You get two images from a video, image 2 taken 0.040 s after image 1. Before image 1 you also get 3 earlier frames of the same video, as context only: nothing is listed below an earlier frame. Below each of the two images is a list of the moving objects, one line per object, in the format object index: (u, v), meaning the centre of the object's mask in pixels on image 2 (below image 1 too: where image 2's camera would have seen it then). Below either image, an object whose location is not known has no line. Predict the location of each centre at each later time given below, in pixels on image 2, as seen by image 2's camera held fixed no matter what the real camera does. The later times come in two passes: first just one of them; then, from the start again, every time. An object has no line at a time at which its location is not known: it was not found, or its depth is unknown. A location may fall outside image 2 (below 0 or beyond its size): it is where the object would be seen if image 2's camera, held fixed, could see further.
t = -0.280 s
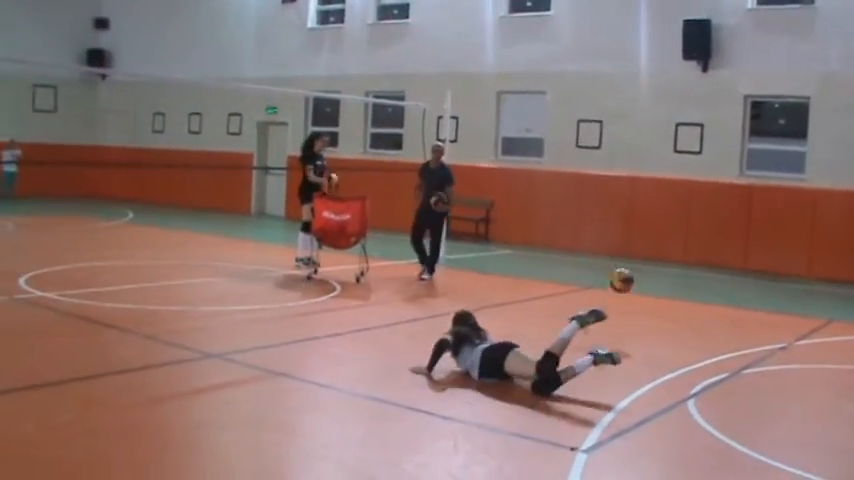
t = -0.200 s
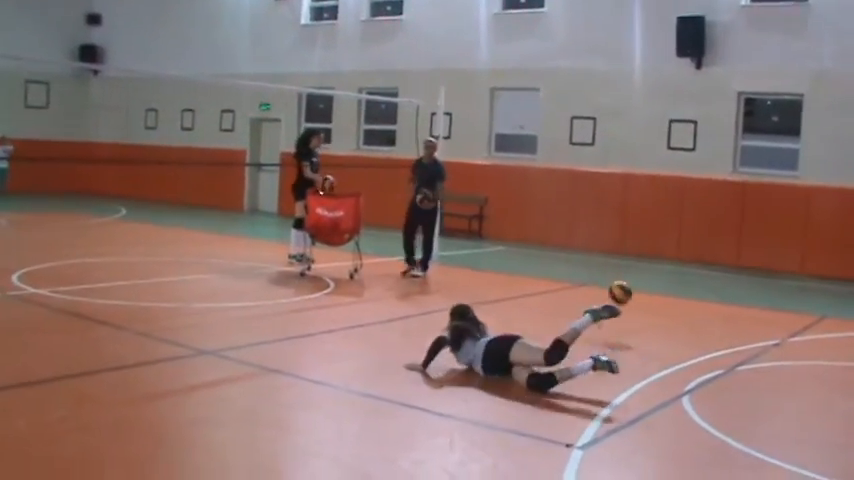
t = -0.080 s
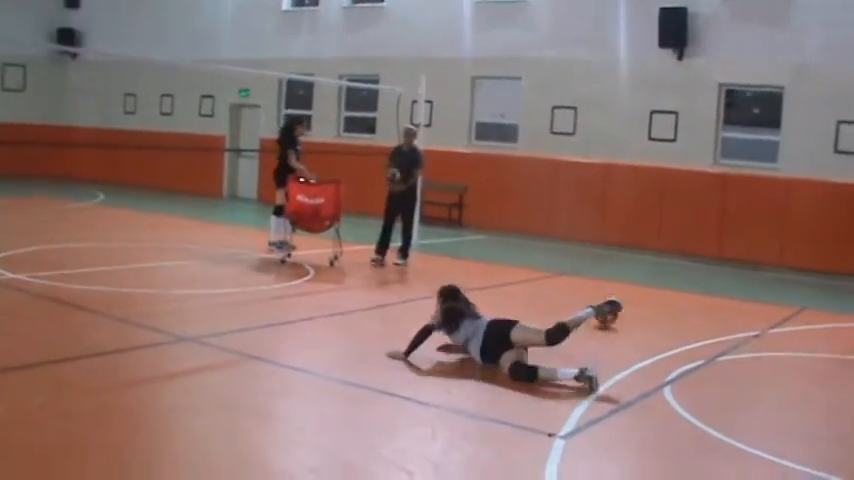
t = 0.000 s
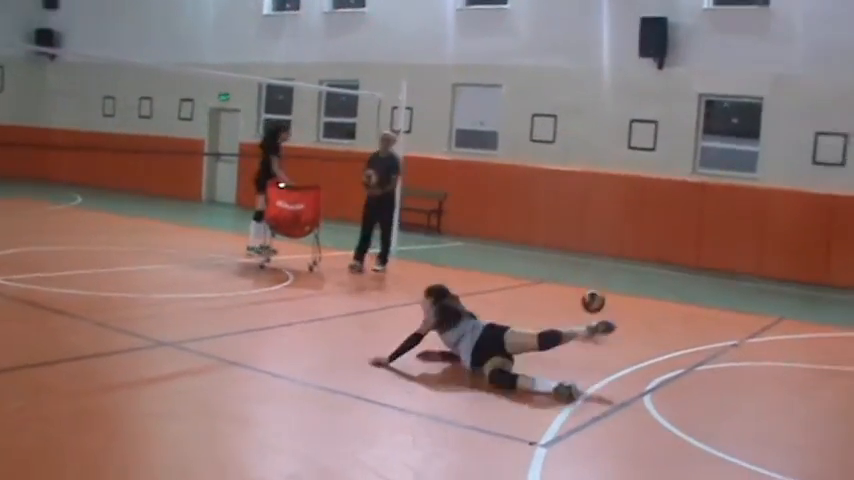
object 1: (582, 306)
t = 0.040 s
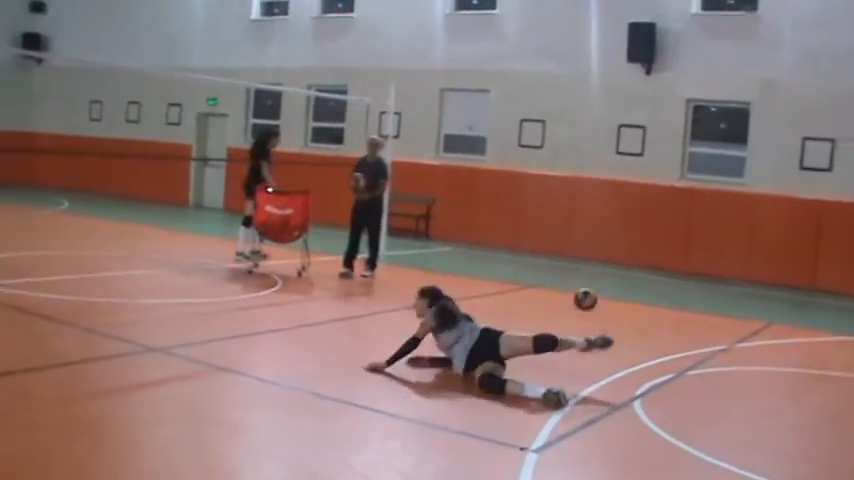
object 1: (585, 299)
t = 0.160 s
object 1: (592, 289)
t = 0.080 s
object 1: (588, 294)
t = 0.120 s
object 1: (590, 291)
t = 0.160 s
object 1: (592, 289)
